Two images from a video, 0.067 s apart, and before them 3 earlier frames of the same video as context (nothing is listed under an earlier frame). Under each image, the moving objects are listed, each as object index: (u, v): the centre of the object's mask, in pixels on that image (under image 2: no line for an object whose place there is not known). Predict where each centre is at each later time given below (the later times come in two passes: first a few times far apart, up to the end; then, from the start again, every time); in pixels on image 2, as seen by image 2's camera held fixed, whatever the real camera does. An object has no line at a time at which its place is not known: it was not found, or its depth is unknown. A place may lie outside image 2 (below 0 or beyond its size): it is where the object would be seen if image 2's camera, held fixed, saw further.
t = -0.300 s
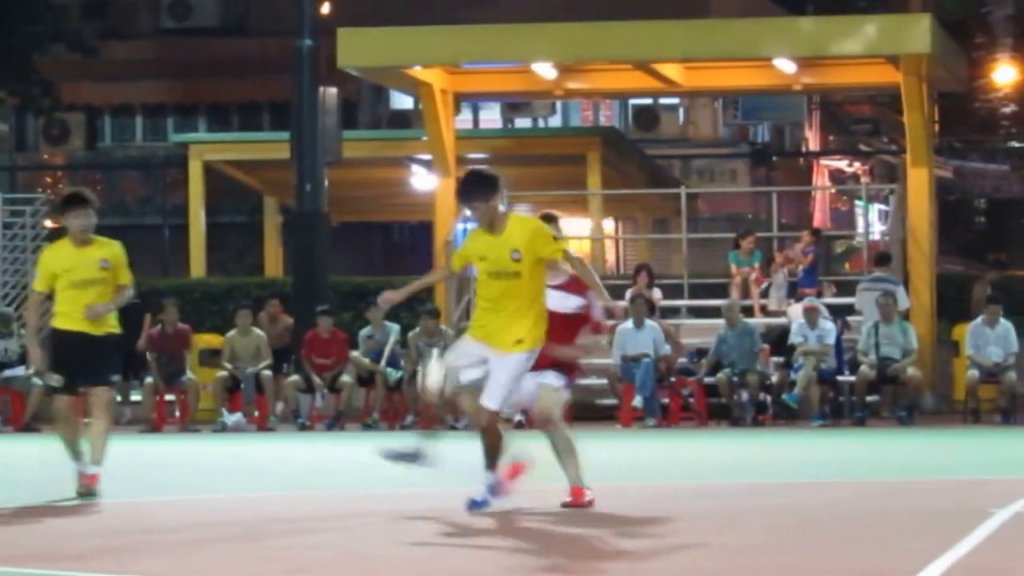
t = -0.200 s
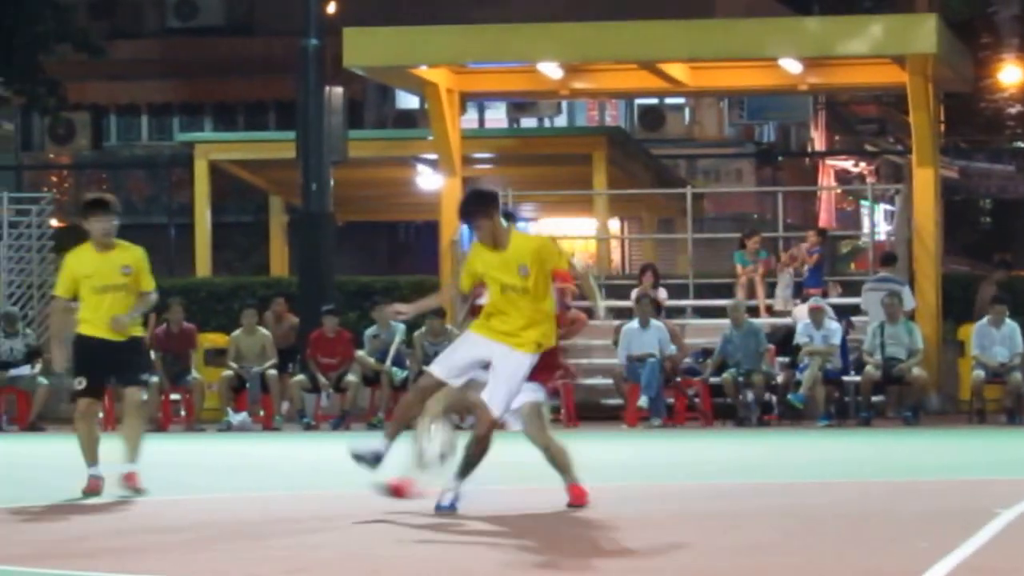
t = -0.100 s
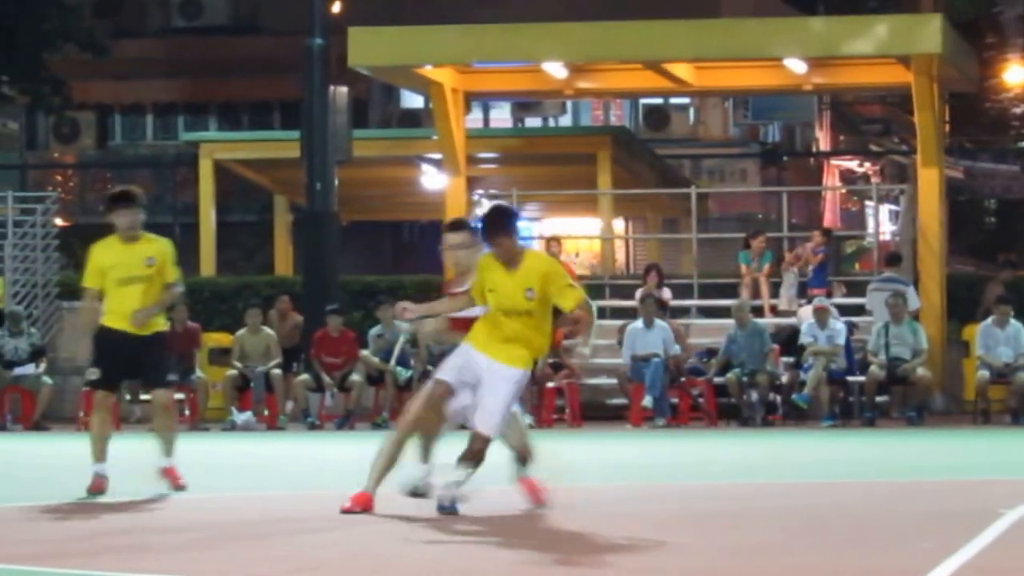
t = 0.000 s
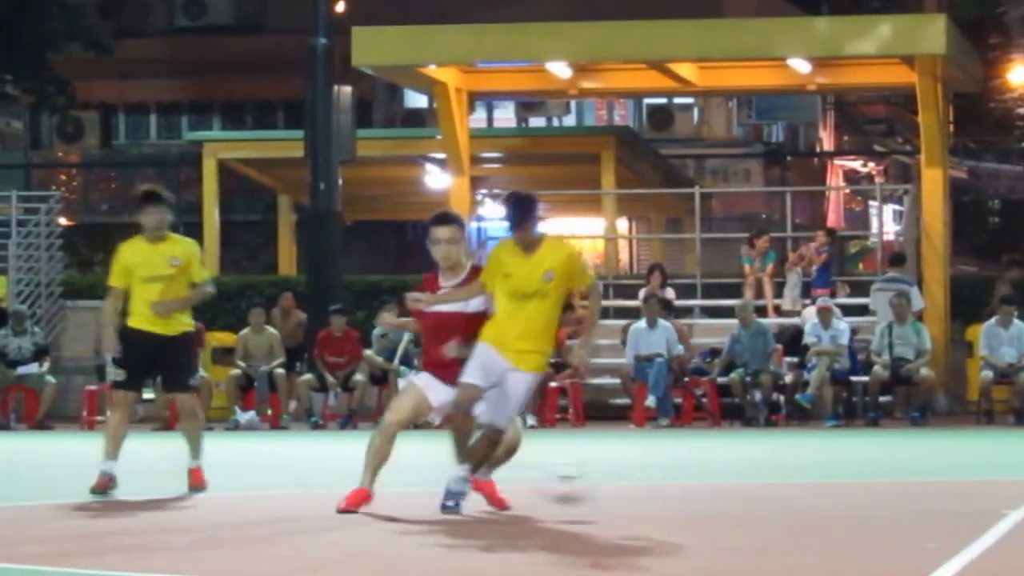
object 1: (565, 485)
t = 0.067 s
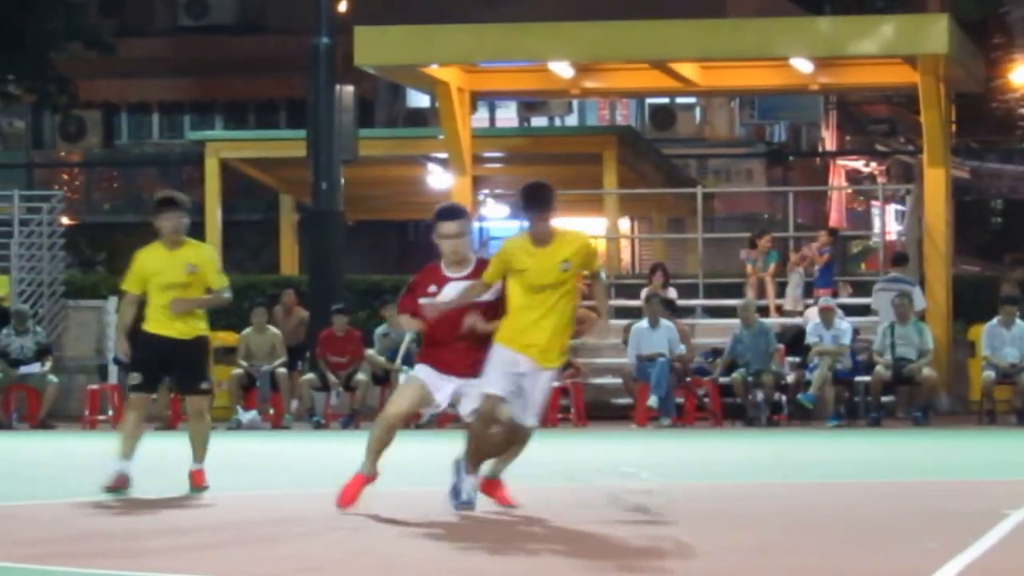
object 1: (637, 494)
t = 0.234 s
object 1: (778, 489)
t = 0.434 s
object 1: (895, 492)
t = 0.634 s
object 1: (985, 501)
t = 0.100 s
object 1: (676, 498)
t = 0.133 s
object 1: (701, 492)
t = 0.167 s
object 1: (727, 489)
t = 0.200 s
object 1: (753, 488)
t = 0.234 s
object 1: (778, 489)
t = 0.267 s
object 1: (807, 492)
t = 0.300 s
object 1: (833, 497)
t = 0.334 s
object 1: (847, 496)
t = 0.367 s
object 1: (861, 492)
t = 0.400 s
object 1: (879, 491)
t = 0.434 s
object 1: (895, 492)
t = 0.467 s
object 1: (911, 496)
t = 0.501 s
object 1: (927, 499)
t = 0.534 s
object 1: (943, 497)
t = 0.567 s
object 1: (959, 497)
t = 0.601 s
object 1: (971, 497)
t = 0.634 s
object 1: (985, 501)
